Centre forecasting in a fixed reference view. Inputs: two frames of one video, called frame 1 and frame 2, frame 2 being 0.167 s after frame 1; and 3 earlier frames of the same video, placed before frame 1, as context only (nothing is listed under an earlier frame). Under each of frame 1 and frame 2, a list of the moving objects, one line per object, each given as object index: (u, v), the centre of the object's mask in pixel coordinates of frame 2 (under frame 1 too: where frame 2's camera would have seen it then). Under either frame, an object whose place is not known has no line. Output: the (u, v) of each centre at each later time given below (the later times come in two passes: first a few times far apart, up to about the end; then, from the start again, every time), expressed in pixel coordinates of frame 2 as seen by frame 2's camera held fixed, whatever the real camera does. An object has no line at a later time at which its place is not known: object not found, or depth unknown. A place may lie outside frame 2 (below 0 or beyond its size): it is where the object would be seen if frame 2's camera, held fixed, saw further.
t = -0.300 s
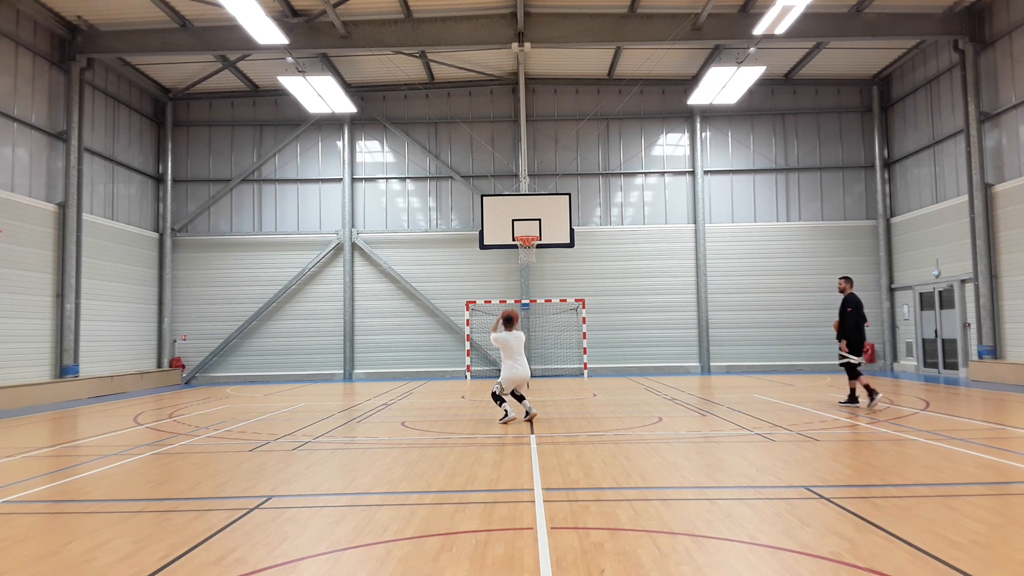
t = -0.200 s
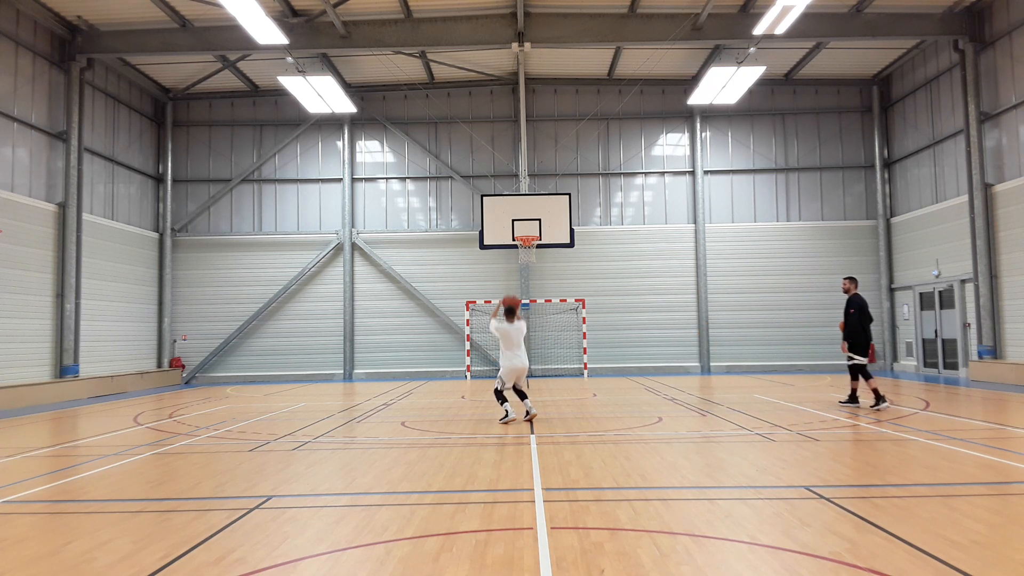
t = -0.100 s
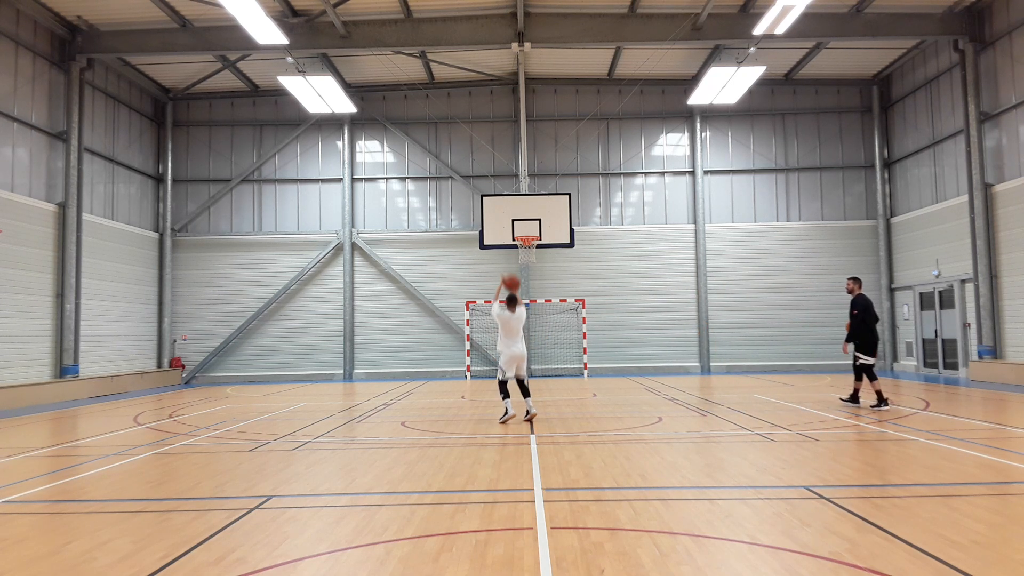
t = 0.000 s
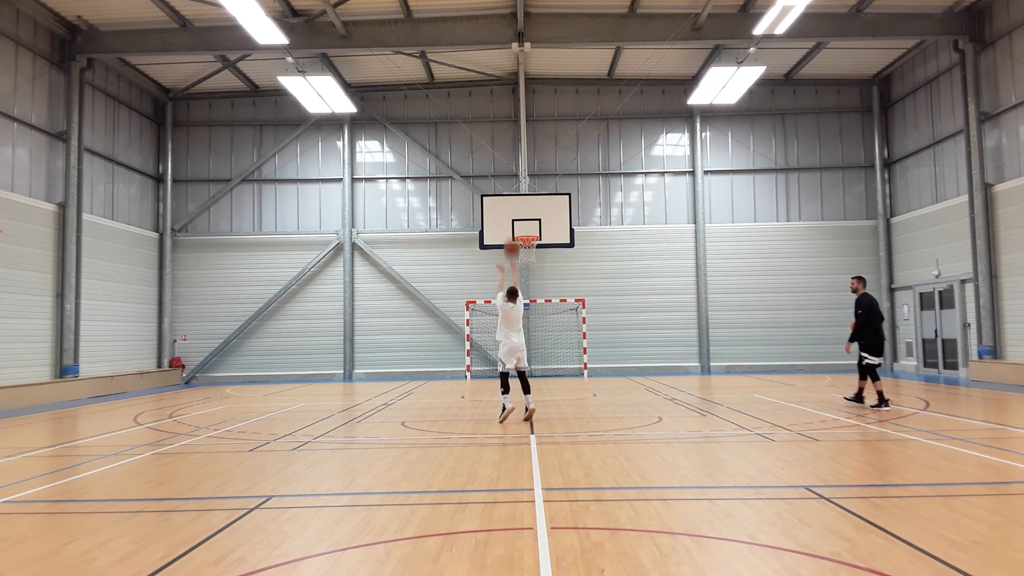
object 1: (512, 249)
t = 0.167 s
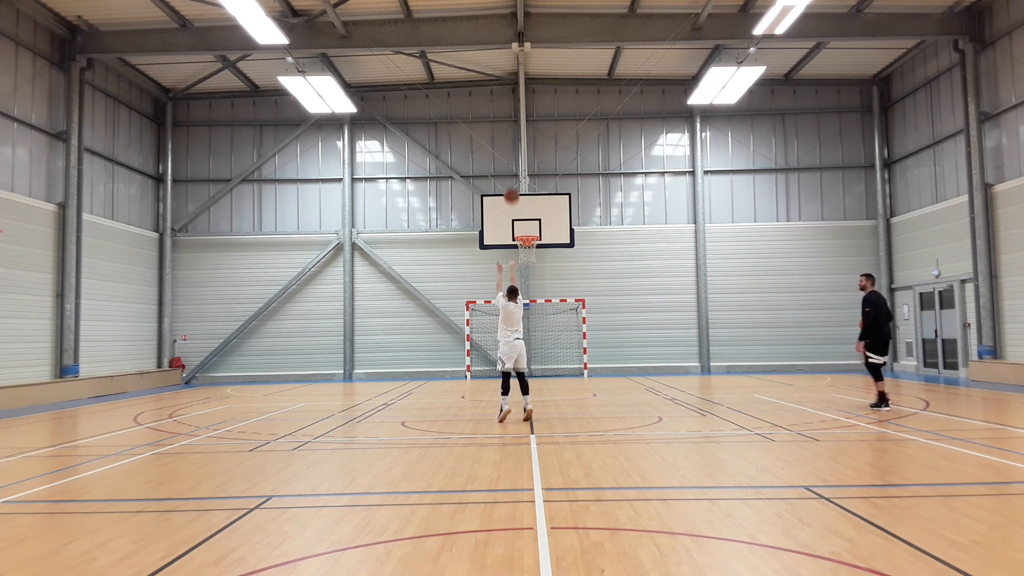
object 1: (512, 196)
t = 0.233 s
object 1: (512, 181)
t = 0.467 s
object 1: (512, 155)
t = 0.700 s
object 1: (512, 161)
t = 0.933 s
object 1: (513, 193)
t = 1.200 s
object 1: (507, 230)
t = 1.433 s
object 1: (488, 232)
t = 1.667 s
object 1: (469, 263)
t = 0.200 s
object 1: (512, 189)
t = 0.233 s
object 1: (512, 181)
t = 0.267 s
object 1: (512, 176)
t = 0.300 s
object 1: (512, 171)
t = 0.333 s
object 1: (512, 166)
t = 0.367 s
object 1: (512, 162)
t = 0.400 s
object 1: (512, 159)
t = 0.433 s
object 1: (512, 157)
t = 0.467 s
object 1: (512, 155)
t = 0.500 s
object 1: (512, 154)
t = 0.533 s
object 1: (512, 154)
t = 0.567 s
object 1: (512, 154)
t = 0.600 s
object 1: (512, 155)
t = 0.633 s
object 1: (512, 156)
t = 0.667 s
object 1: (512, 158)
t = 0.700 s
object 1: (512, 161)
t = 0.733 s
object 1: (513, 164)
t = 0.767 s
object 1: (513, 168)
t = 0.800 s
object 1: (513, 172)
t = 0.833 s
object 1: (513, 177)
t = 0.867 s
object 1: (514, 181)
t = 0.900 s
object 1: (514, 187)
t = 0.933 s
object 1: (513, 193)
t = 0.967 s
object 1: (513, 200)
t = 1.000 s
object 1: (514, 206)
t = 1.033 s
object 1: (514, 213)
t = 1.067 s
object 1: (514, 221)
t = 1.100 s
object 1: (514, 230)
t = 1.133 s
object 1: (512, 233)
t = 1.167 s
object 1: (509, 232)
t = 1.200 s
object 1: (507, 230)
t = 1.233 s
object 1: (504, 229)
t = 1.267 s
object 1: (502, 228)
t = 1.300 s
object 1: (499, 228)
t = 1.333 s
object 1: (497, 228)
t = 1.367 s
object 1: (494, 229)
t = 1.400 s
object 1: (491, 230)
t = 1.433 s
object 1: (488, 232)
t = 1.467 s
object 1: (485, 235)
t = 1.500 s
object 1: (483, 238)
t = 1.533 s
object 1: (480, 242)
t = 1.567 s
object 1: (477, 246)
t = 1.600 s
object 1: (474, 251)
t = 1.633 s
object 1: (472, 257)
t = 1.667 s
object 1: (469, 263)
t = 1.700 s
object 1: (466, 270)
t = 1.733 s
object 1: (464, 277)
